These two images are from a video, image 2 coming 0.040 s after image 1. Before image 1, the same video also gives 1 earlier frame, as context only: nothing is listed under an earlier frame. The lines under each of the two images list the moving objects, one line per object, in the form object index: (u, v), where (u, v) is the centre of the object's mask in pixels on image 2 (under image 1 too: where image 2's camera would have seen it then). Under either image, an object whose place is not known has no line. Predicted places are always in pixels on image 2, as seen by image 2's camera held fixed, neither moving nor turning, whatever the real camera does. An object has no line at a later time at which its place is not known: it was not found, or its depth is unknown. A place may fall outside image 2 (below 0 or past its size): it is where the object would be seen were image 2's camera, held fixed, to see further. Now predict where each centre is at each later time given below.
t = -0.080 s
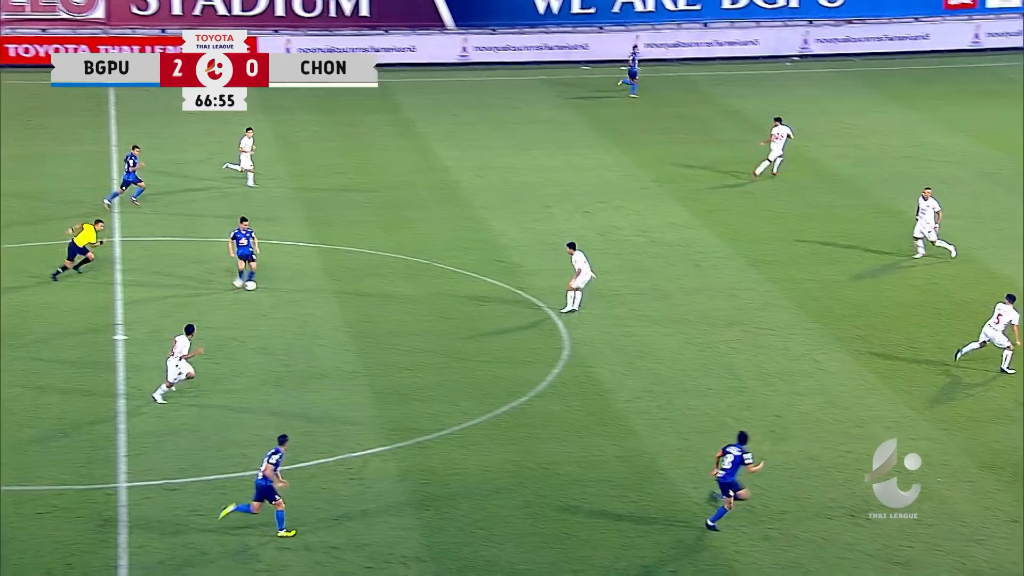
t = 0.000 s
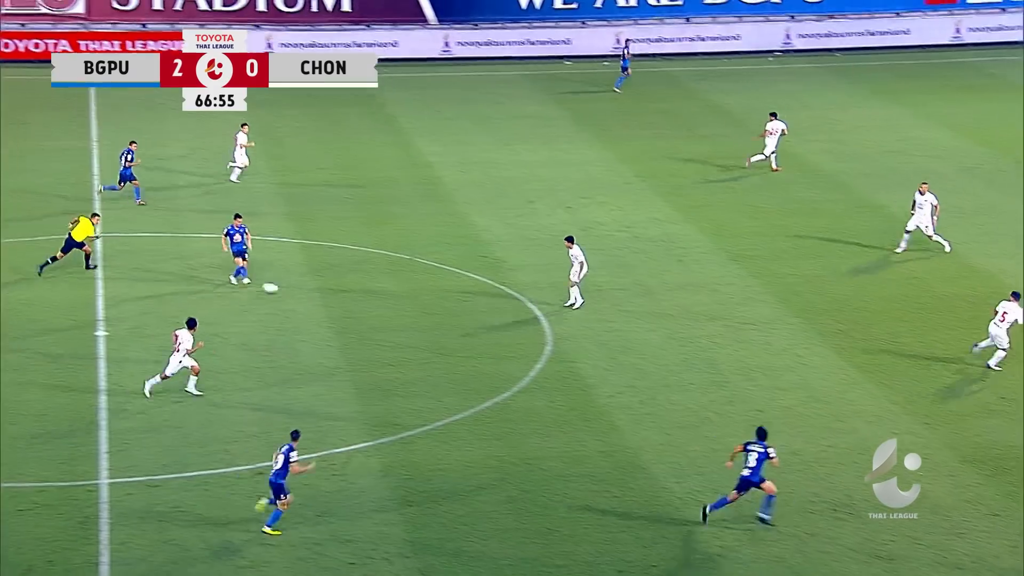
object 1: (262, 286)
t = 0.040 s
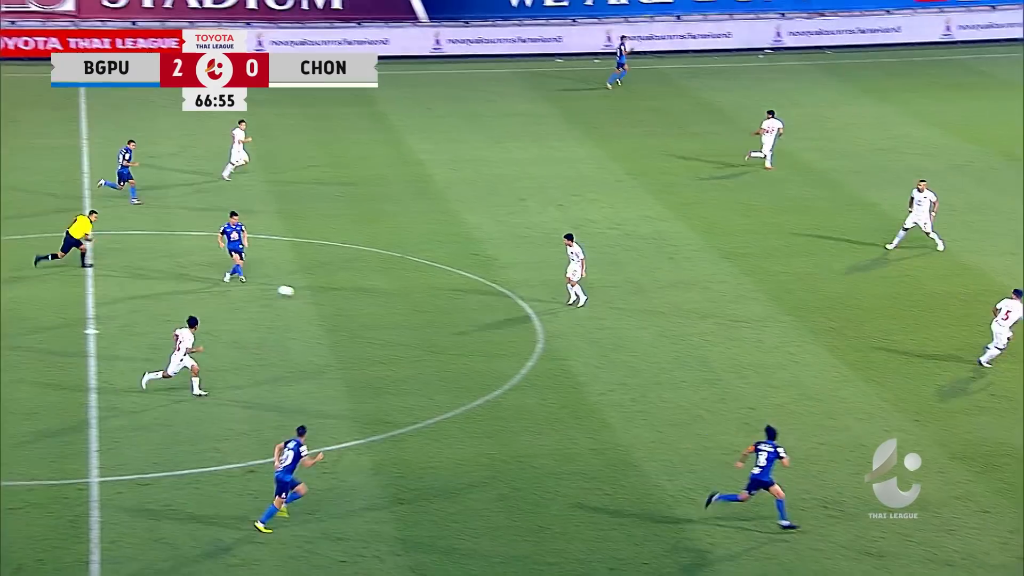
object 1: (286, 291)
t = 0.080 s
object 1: (312, 297)
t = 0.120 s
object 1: (338, 303)
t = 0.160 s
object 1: (364, 310)
